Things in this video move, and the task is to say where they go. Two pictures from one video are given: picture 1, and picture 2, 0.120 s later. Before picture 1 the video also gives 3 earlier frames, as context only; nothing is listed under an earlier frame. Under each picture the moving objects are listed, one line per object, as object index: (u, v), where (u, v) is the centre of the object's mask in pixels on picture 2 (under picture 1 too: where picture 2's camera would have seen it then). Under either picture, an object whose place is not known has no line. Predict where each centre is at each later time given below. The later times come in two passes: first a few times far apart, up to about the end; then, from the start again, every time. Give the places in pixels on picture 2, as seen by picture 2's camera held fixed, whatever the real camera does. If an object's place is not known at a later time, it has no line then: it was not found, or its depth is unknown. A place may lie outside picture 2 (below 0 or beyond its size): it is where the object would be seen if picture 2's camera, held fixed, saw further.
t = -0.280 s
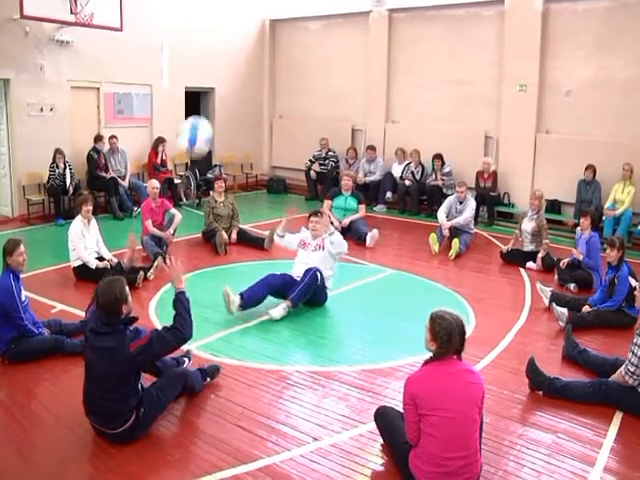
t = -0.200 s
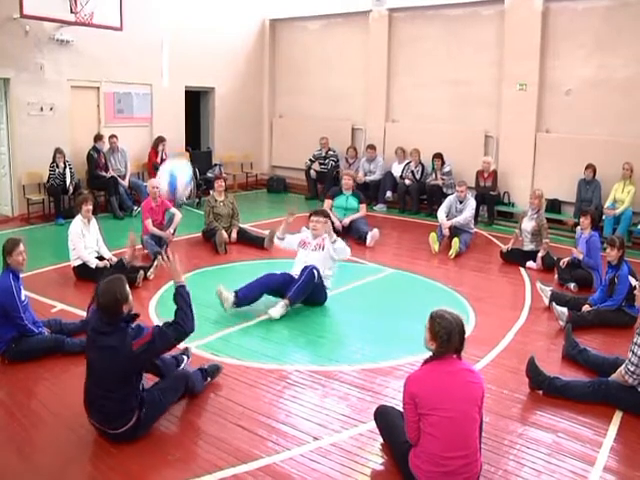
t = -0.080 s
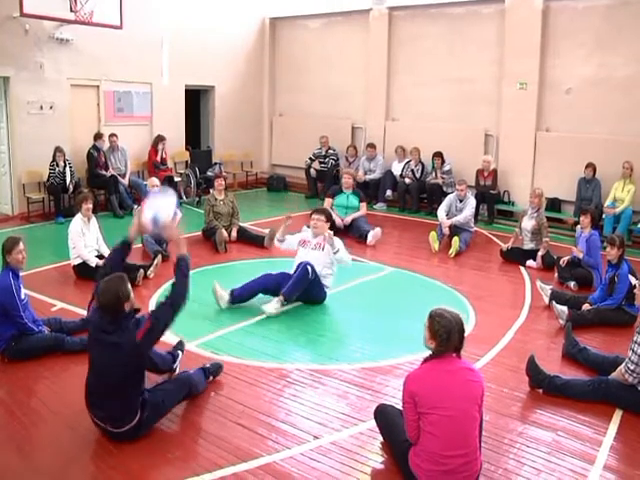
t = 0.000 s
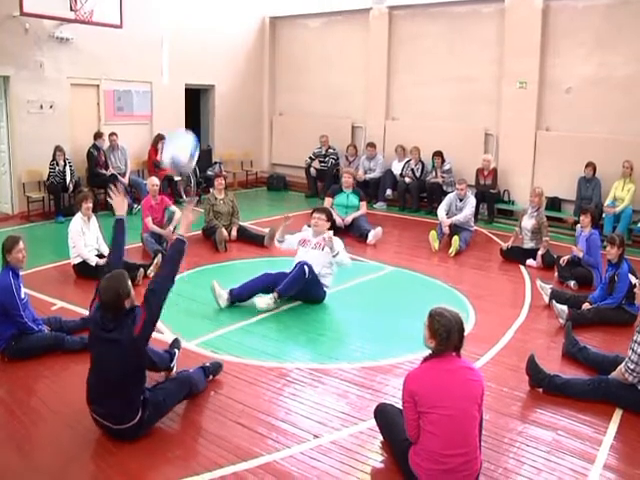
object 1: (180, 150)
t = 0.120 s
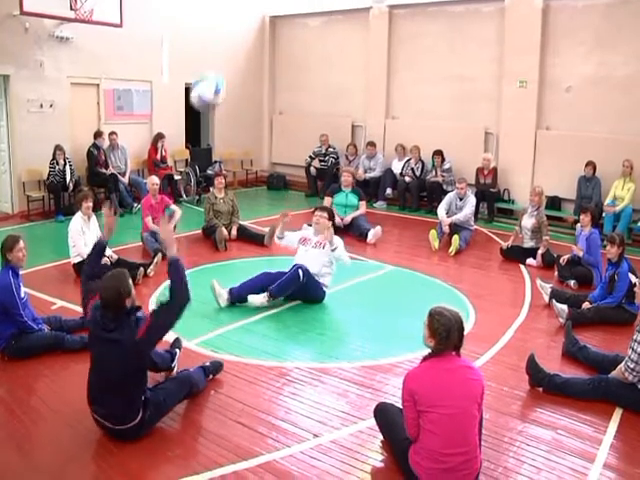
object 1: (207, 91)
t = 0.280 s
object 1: (241, 58)
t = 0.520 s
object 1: (280, 83)
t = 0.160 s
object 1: (216, 77)
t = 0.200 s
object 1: (225, 68)
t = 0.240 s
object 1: (234, 61)
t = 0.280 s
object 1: (241, 58)
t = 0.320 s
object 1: (249, 57)
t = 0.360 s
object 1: (255, 57)
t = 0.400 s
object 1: (262, 60)
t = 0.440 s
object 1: (268, 66)
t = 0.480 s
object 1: (274, 73)
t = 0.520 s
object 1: (280, 83)
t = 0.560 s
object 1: (285, 93)
